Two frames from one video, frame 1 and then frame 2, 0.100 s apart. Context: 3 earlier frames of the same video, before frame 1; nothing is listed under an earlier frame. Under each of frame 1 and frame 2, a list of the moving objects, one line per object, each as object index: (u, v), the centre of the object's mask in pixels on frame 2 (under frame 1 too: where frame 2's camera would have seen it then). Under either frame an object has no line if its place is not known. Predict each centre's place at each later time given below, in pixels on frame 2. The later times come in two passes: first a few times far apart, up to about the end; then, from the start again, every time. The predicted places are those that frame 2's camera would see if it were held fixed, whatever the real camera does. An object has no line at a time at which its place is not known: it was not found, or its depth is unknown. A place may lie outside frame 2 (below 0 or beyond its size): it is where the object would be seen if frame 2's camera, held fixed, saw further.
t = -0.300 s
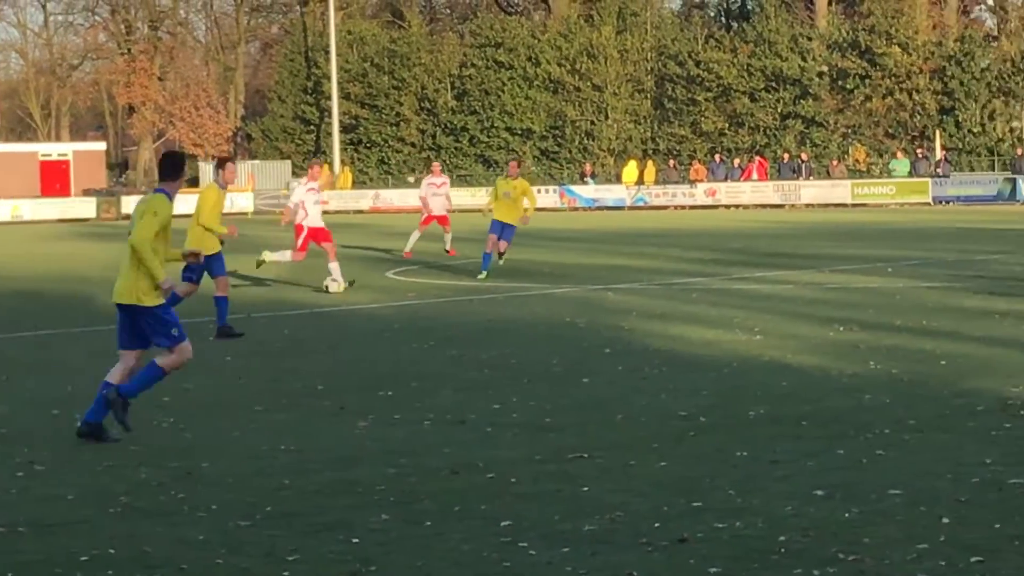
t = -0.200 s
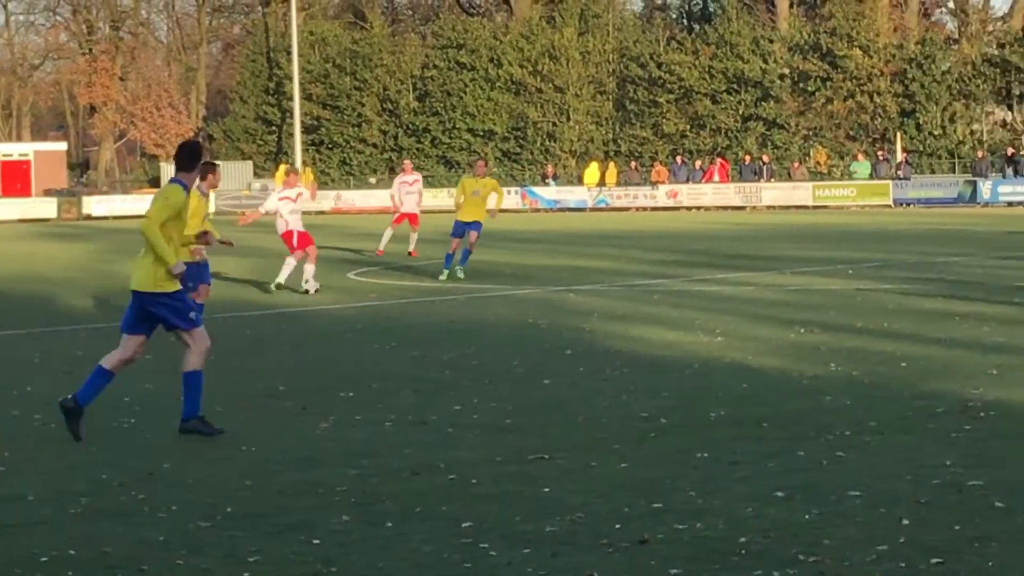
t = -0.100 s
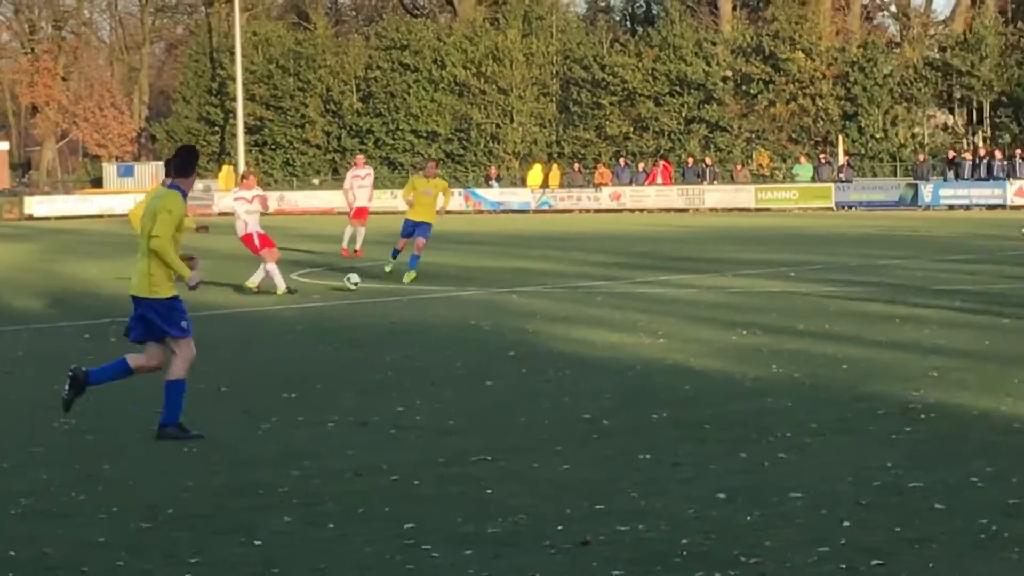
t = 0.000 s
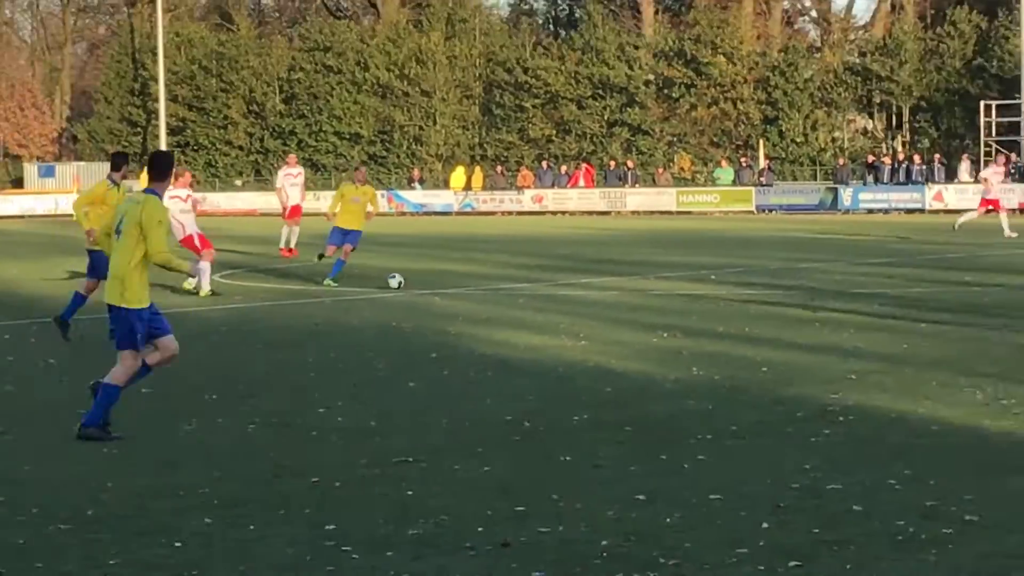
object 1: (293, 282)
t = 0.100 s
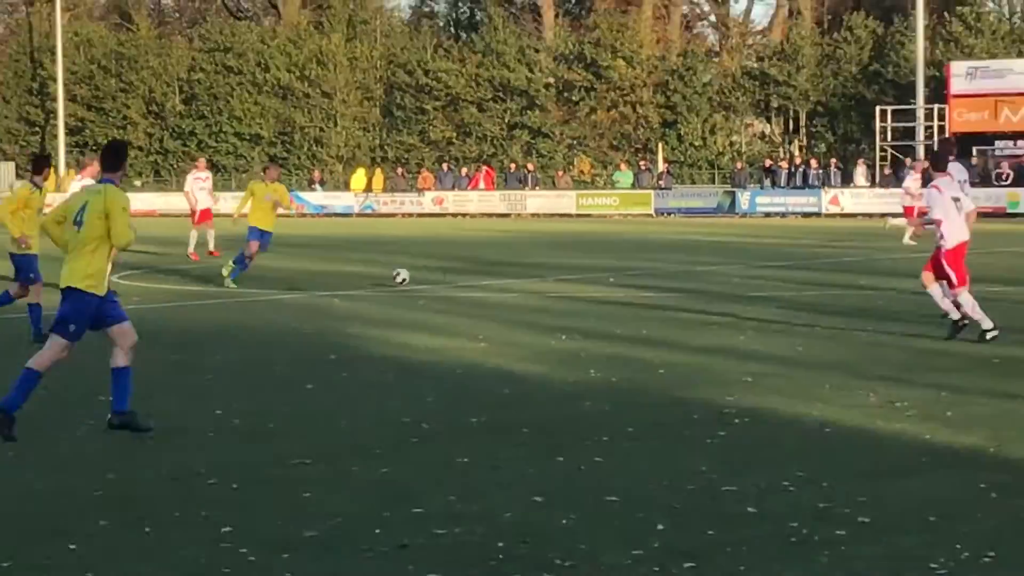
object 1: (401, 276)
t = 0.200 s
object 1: (502, 277)
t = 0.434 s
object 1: (688, 267)
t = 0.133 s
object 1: (435, 275)
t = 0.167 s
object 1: (469, 276)
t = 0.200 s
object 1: (502, 277)
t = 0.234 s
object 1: (530, 274)
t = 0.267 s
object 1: (558, 272)
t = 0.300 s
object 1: (585, 270)
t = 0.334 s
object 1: (613, 269)
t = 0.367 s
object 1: (640, 270)
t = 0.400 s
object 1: (666, 271)
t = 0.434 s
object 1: (688, 267)
